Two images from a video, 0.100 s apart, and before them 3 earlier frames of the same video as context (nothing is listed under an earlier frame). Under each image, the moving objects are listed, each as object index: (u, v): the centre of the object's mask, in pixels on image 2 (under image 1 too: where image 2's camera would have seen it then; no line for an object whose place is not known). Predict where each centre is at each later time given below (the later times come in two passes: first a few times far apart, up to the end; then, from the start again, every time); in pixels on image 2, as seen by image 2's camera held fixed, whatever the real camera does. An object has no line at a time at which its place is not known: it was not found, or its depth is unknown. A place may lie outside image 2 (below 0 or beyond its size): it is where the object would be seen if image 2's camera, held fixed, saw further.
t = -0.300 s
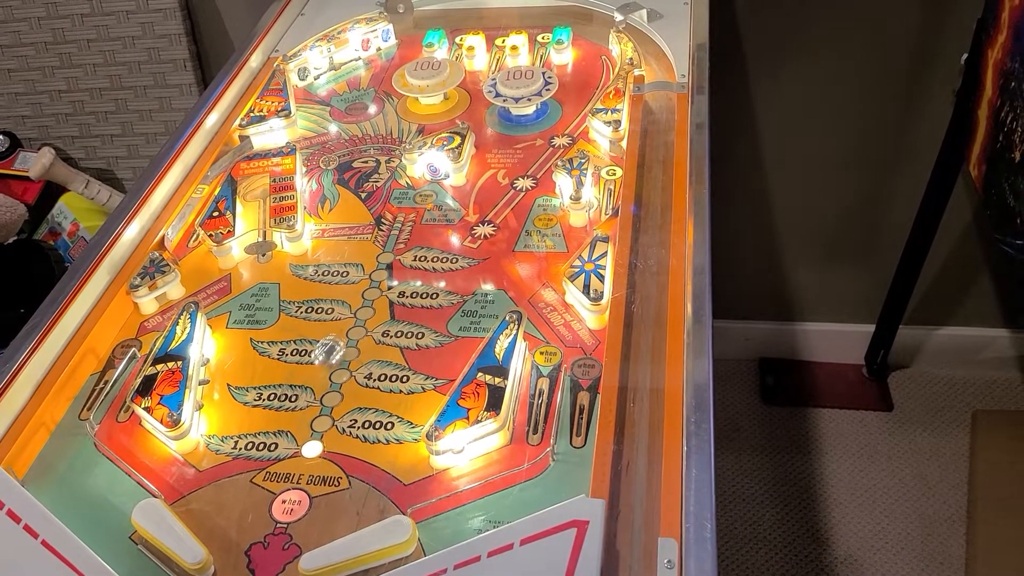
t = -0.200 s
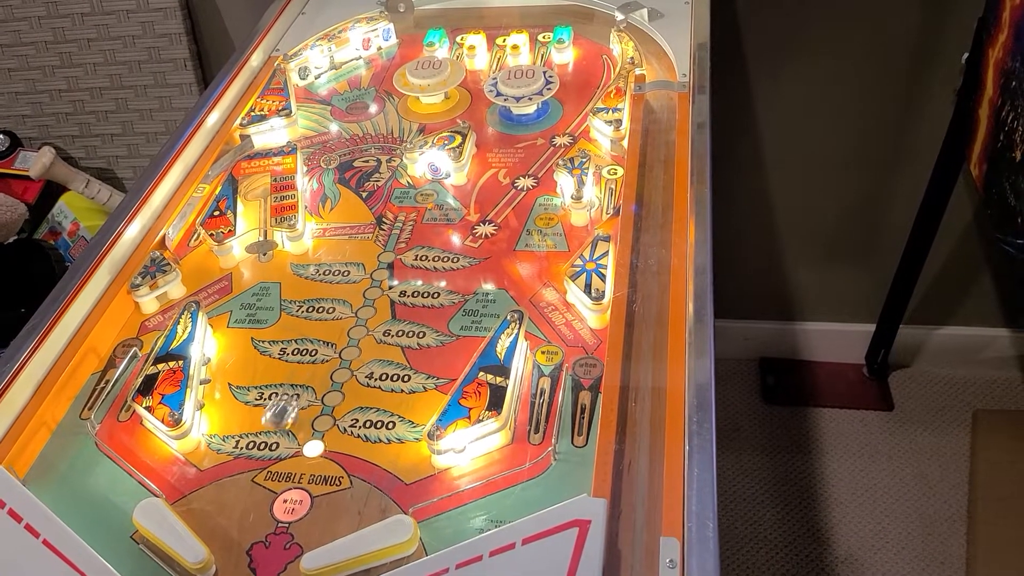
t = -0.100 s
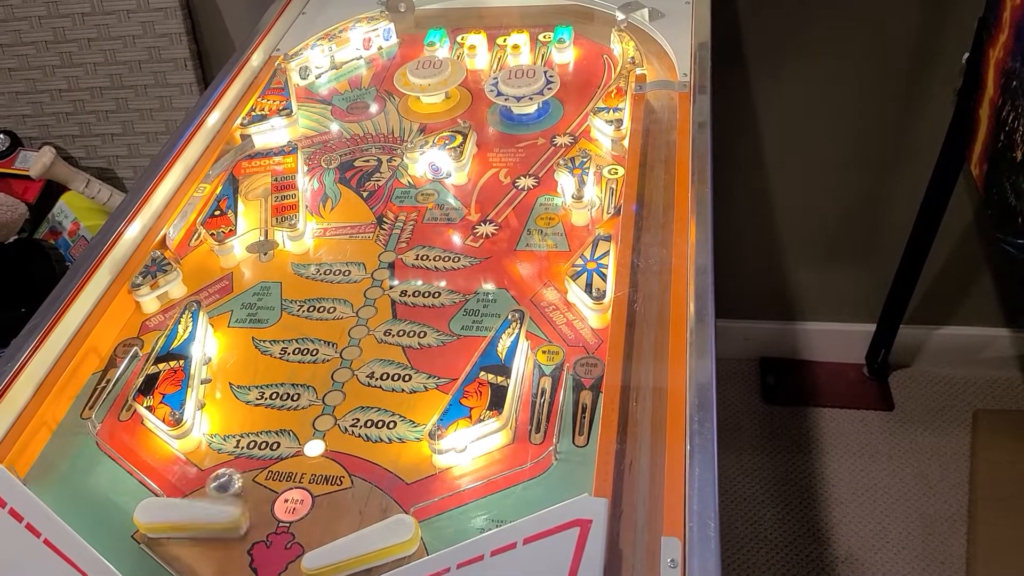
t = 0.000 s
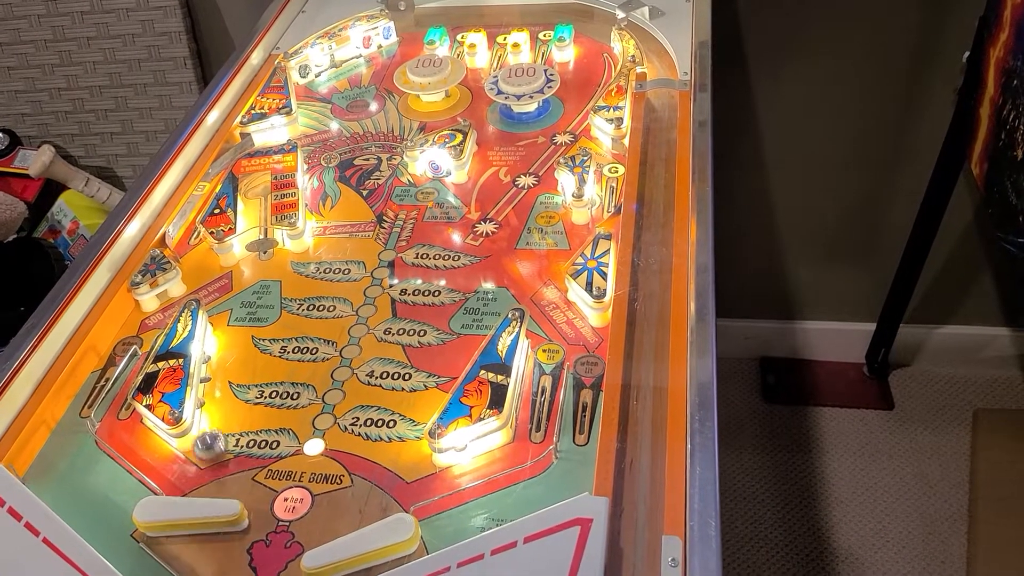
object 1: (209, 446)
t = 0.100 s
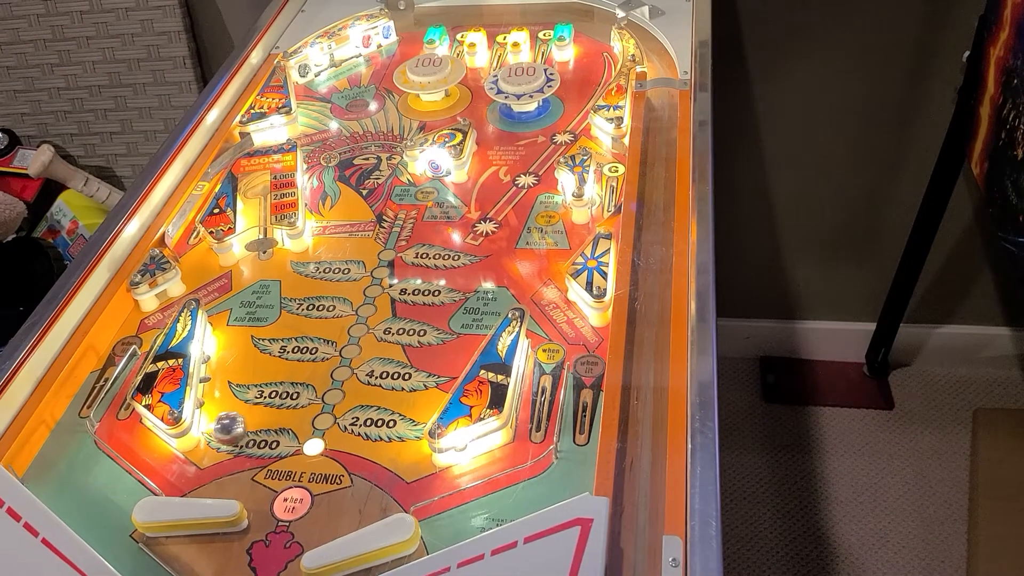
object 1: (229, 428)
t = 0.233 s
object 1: (265, 423)
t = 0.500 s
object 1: (331, 442)
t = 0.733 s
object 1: (381, 494)
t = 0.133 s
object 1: (239, 426)
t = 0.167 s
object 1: (247, 424)
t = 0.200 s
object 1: (257, 423)
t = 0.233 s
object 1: (265, 423)
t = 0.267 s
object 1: (275, 424)
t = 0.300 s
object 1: (283, 424)
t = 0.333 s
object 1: (291, 424)
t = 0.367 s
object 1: (299, 427)
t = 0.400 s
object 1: (308, 430)
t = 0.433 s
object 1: (315, 434)
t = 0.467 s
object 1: (323, 437)
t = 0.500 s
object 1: (331, 442)
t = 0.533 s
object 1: (339, 446)
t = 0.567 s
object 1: (346, 452)
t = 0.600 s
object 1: (353, 459)
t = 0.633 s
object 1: (360, 465)
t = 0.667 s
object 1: (367, 474)
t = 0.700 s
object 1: (374, 483)
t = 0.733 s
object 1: (381, 494)
